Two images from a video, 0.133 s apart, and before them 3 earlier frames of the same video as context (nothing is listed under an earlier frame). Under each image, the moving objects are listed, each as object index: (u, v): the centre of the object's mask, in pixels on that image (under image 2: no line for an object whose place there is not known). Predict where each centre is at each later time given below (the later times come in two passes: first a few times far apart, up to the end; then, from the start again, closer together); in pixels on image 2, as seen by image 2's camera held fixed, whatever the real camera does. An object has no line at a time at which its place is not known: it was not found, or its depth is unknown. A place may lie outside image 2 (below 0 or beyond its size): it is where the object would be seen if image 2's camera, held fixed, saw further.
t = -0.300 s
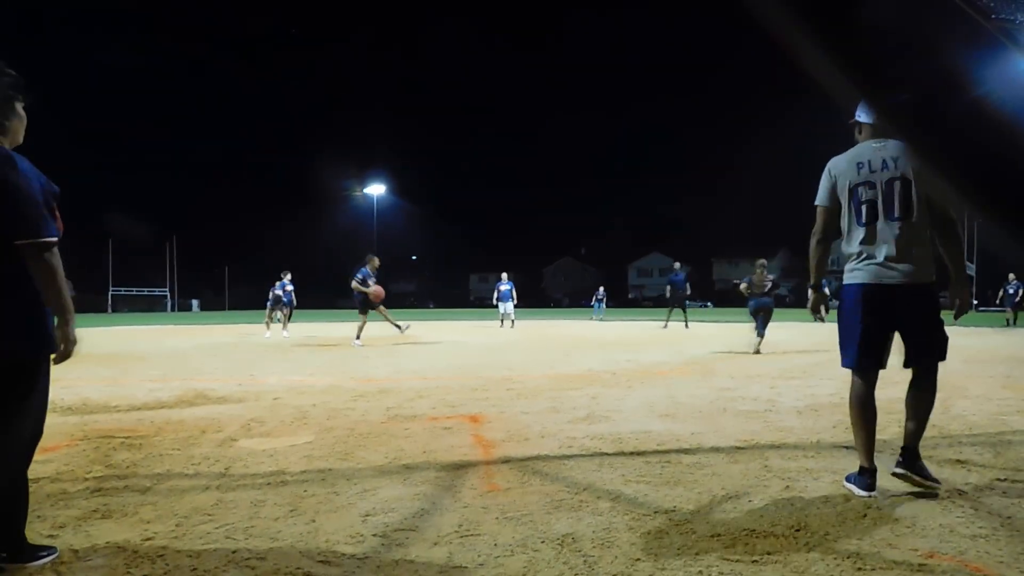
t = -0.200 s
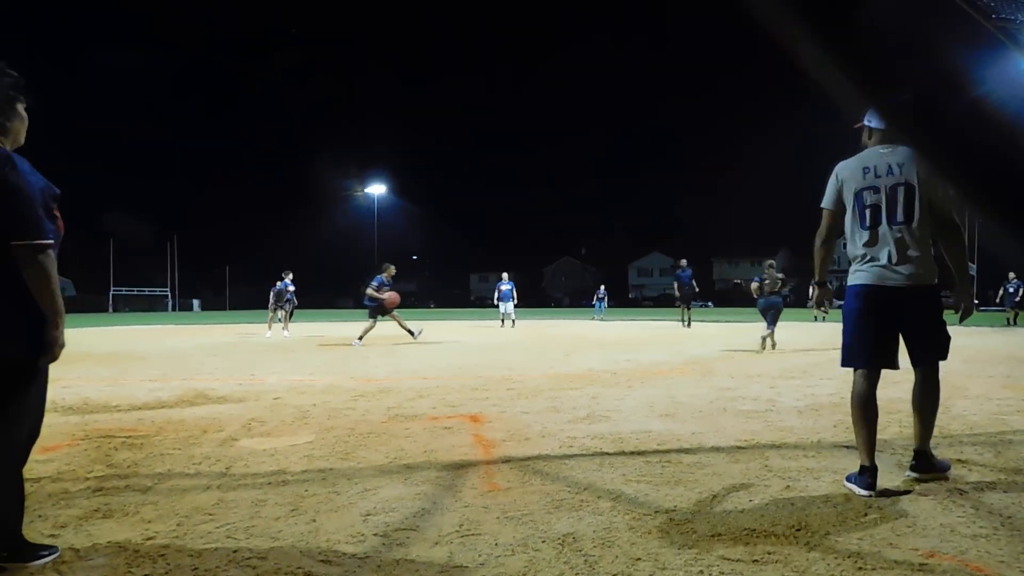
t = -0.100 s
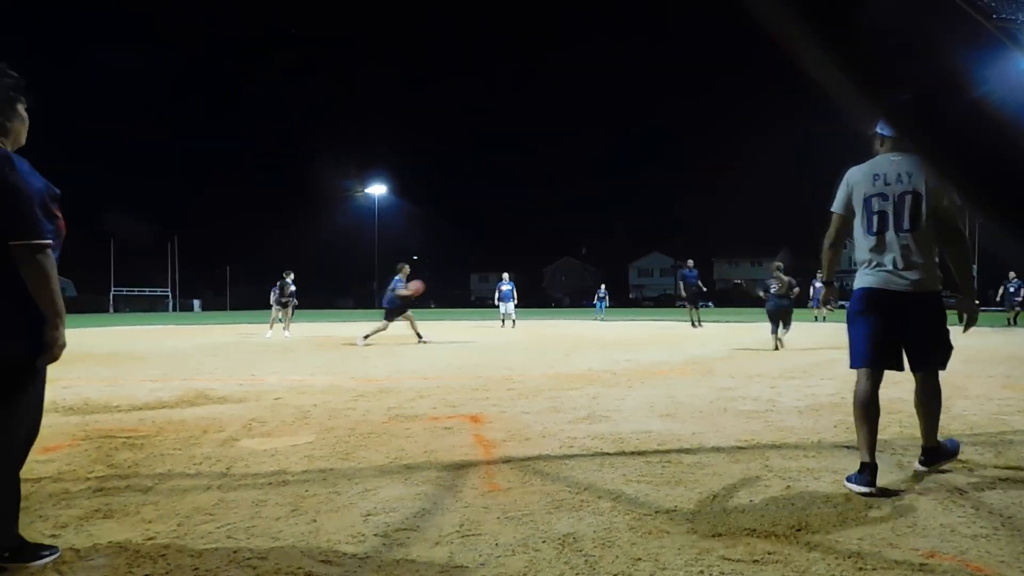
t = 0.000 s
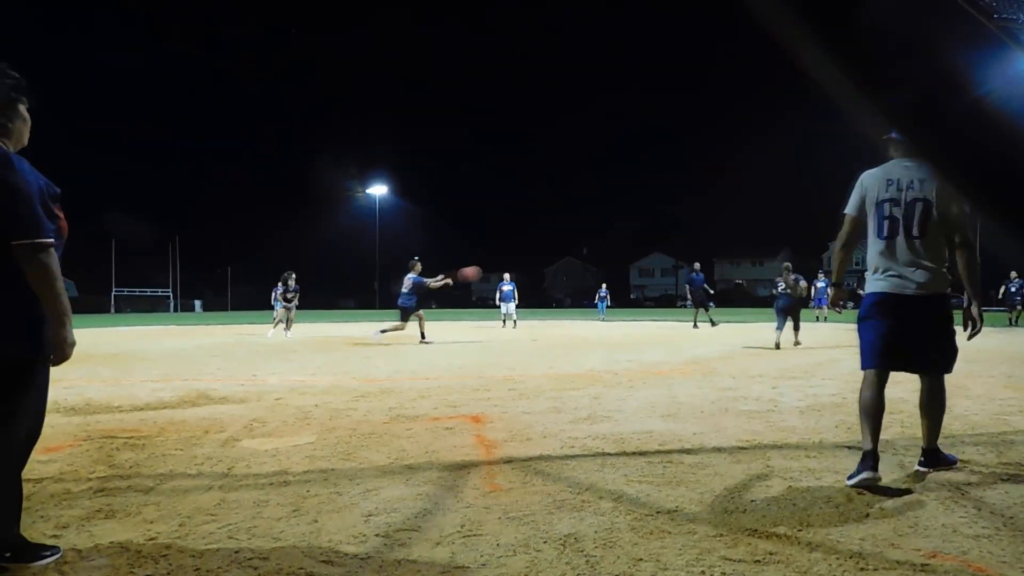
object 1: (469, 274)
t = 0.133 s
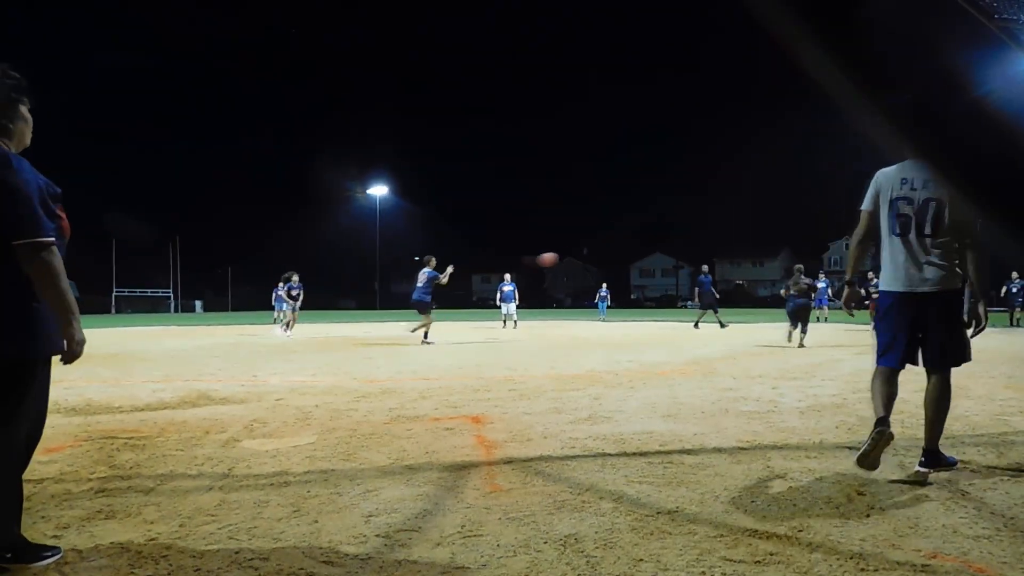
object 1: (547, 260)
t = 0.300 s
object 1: (627, 251)
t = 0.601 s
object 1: (737, 257)
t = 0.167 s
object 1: (565, 257)
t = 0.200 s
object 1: (582, 255)
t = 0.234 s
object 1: (597, 253)
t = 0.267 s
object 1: (613, 252)
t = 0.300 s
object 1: (627, 251)
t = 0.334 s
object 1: (642, 250)
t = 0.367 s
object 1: (655, 250)
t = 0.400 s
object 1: (669, 250)
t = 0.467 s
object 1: (693, 251)
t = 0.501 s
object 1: (704, 252)
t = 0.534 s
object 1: (715, 253)
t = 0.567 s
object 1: (726, 255)
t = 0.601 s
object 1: (737, 257)
